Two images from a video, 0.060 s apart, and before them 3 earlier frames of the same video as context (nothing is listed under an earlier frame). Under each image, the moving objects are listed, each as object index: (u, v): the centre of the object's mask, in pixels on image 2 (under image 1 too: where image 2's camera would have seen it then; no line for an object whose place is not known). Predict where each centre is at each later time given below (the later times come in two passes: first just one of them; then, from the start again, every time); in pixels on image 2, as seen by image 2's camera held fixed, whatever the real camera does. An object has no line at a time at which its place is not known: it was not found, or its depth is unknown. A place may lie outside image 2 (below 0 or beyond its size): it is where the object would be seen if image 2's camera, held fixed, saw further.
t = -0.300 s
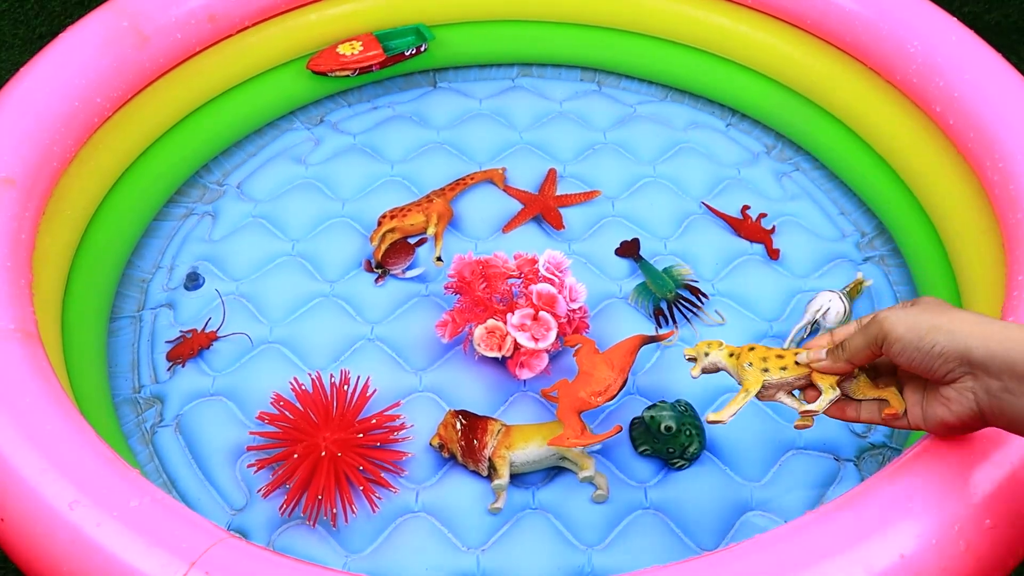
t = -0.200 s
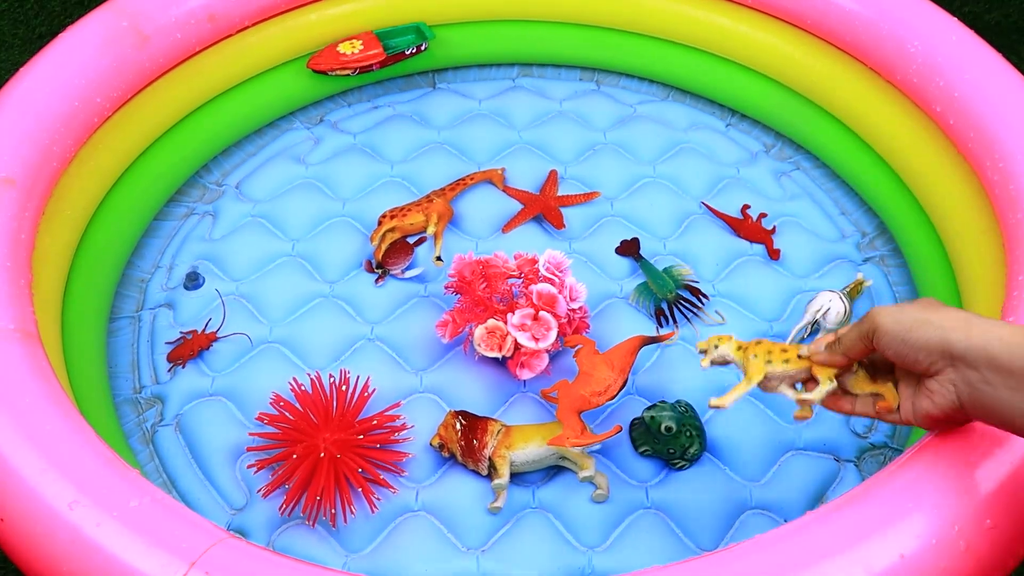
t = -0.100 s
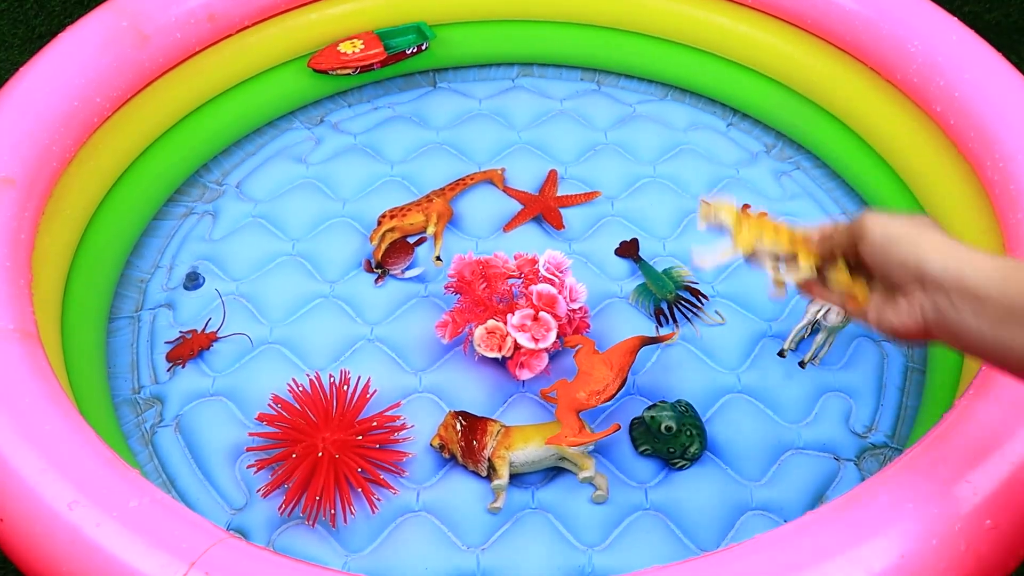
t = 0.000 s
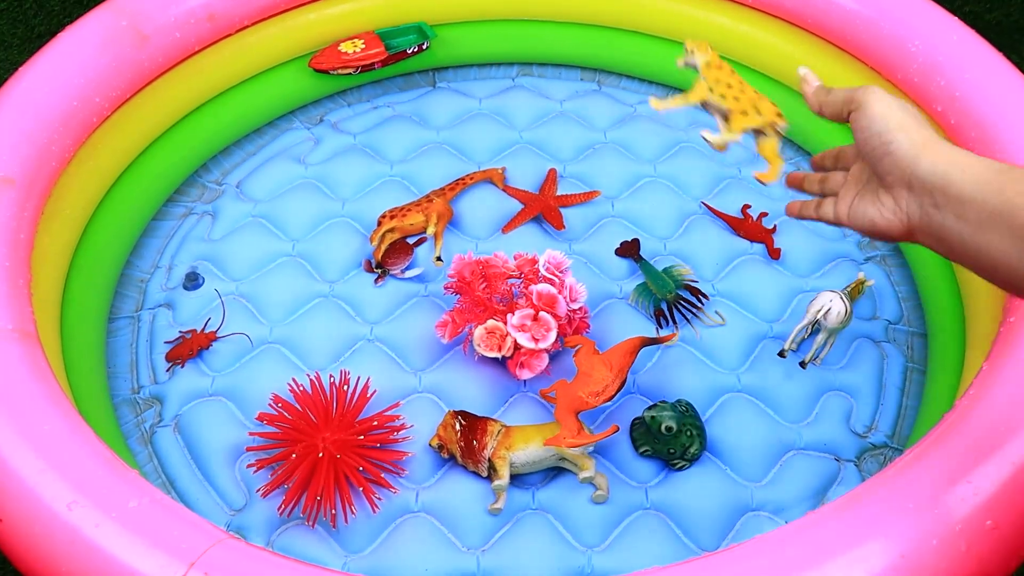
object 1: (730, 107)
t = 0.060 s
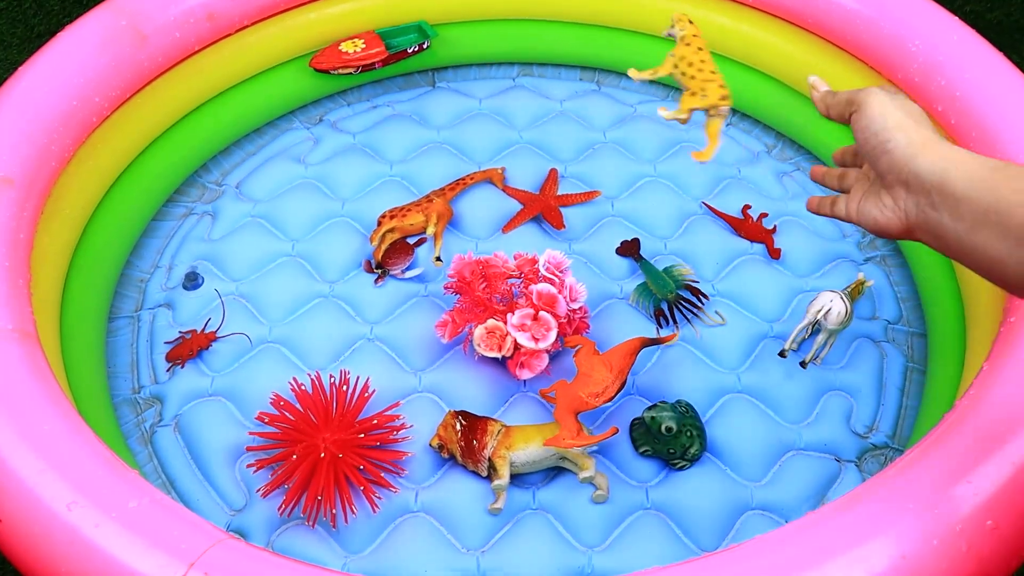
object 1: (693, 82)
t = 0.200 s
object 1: (619, 136)
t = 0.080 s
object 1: (680, 83)
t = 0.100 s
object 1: (667, 88)
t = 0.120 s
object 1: (655, 95)
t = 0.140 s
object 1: (644, 107)
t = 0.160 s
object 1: (633, 121)
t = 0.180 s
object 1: (625, 133)
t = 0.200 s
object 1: (619, 136)
